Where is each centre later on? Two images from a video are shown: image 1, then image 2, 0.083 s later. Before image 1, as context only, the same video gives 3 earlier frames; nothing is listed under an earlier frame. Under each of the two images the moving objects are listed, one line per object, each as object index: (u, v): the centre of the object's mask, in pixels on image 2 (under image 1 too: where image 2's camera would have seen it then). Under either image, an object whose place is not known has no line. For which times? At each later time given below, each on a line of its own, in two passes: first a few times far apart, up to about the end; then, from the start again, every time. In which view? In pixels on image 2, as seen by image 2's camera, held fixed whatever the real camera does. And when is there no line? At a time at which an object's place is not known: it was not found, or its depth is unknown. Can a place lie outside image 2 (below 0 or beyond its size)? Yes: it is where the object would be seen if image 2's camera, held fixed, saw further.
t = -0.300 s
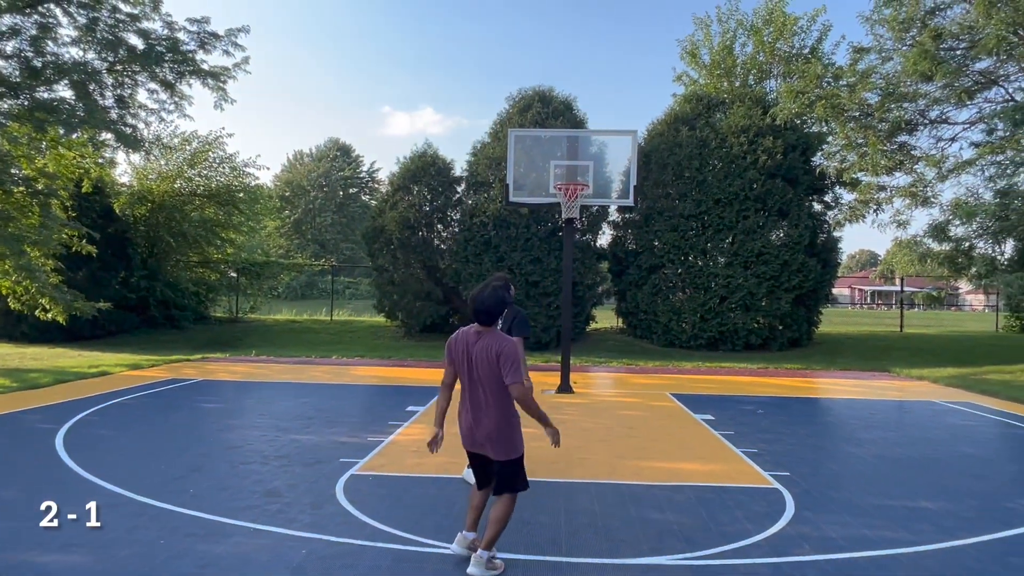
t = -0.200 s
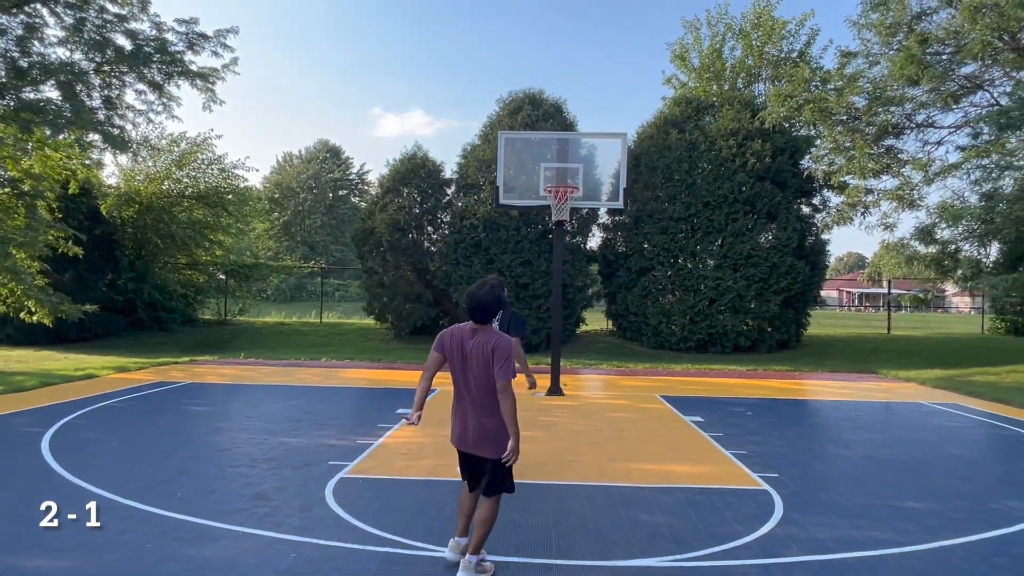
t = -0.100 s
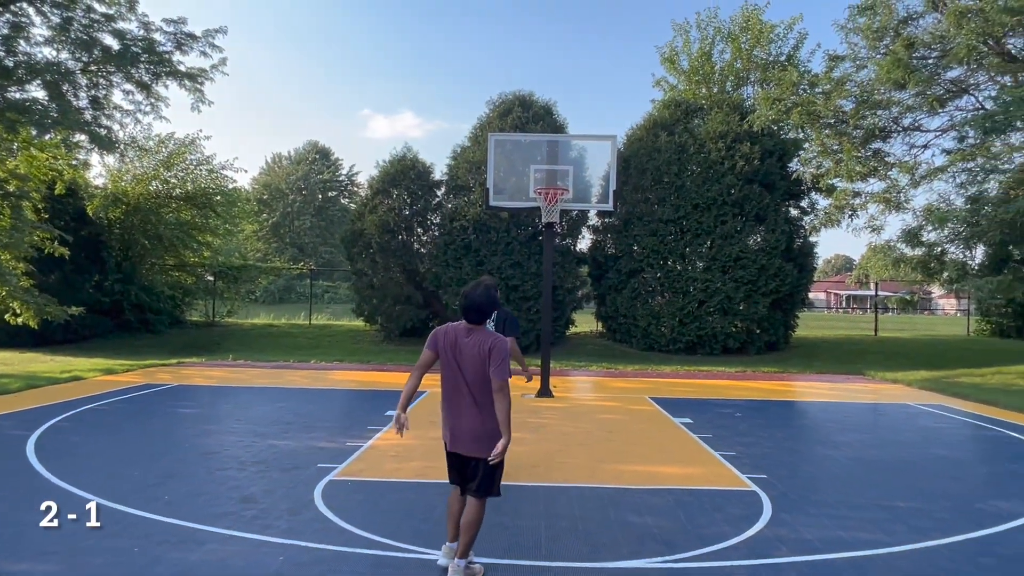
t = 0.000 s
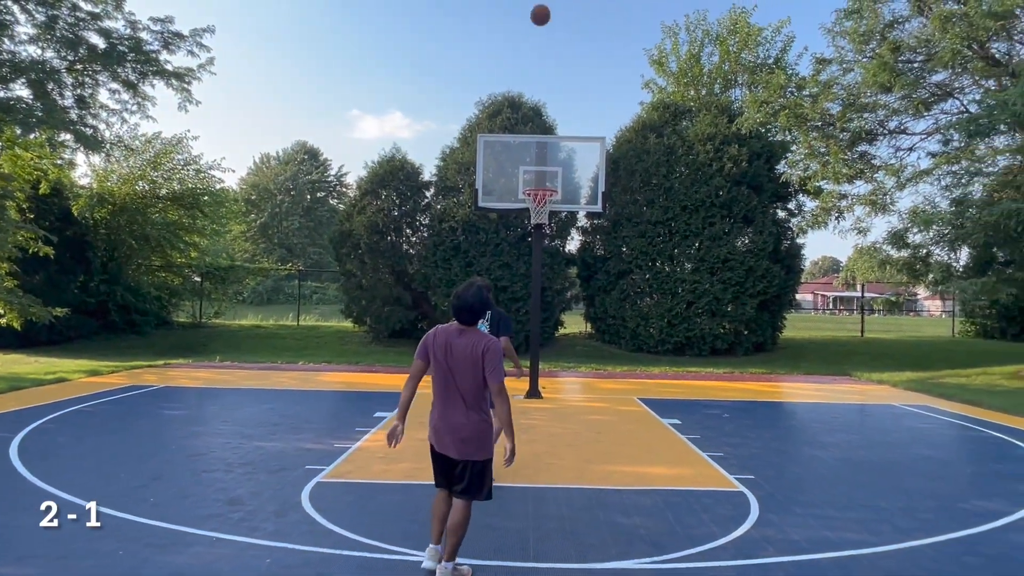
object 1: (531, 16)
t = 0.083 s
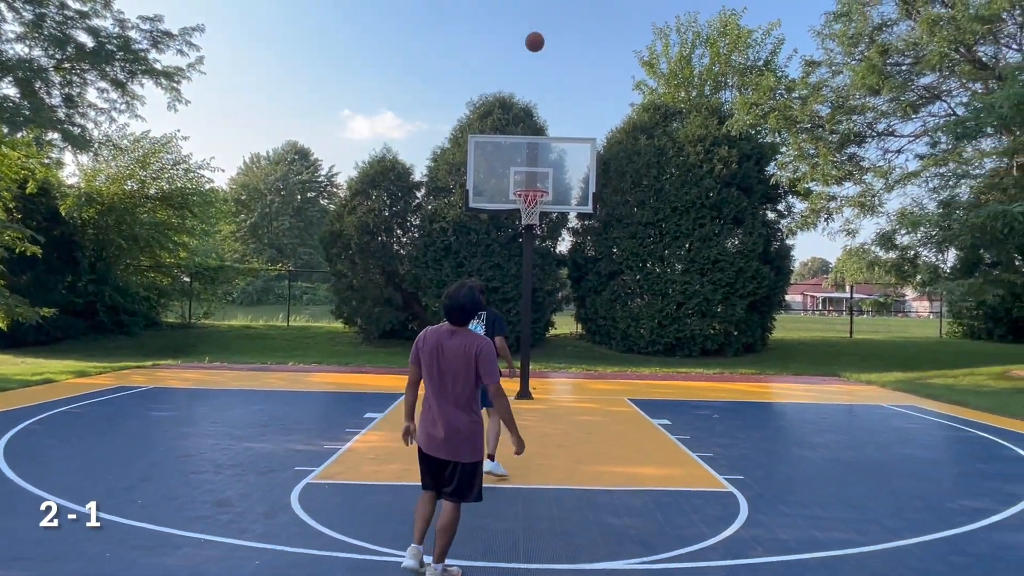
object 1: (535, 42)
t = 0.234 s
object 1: (540, 96)
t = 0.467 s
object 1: (547, 188)
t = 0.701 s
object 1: (593, 162)
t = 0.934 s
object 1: (634, 174)
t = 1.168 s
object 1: (676, 223)
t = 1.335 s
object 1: (705, 281)
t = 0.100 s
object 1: (535, 47)
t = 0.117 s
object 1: (536, 53)
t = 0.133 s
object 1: (536, 59)
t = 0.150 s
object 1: (537, 65)
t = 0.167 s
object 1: (538, 71)
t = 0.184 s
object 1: (538, 77)
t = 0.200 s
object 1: (539, 83)
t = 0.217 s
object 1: (539, 90)
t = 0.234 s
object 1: (540, 96)
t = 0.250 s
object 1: (540, 103)
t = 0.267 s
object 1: (541, 110)
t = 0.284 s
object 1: (542, 116)
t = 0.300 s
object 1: (542, 123)
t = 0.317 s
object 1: (542, 130)
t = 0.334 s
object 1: (543, 137)
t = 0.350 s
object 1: (543, 144)
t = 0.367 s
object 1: (544, 152)
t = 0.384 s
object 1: (544, 159)
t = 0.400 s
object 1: (545, 167)
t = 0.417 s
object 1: (544, 174)
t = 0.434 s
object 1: (544, 182)
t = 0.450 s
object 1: (546, 186)
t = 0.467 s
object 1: (547, 188)
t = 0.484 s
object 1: (549, 187)
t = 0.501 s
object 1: (552, 184)
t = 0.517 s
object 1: (556, 181)
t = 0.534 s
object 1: (559, 178)
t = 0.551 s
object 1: (563, 176)
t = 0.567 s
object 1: (566, 173)
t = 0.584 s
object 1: (569, 171)
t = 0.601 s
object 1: (573, 169)
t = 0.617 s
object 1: (576, 167)
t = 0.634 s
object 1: (579, 166)
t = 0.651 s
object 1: (582, 165)
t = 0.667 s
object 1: (585, 164)
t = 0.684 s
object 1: (589, 163)
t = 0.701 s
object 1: (593, 162)
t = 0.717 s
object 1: (595, 162)
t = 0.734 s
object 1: (598, 162)
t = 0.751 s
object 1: (601, 162)
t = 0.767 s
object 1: (604, 162)
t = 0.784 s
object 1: (606, 162)
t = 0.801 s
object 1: (610, 163)
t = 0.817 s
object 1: (613, 163)
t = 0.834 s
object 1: (616, 164)
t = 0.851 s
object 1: (619, 165)
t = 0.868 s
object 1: (622, 167)
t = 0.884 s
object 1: (625, 168)
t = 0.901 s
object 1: (628, 170)
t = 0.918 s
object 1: (631, 171)
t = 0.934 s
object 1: (634, 174)
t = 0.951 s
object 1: (637, 176)
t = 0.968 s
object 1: (641, 179)
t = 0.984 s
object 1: (644, 181)
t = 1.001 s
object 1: (646, 184)
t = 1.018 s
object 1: (649, 187)
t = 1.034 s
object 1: (652, 190)
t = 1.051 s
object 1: (655, 194)
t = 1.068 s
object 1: (659, 197)
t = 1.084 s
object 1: (661, 200)
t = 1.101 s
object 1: (664, 205)
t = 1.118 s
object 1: (668, 209)
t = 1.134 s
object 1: (670, 213)
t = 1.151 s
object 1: (673, 218)
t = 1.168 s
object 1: (676, 223)
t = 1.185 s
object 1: (679, 228)
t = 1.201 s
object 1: (682, 233)
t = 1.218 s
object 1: (685, 238)
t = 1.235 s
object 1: (688, 244)
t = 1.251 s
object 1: (690, 249)
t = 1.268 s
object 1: (693, 255)
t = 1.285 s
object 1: (696, 261)
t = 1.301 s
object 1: (699, 267)
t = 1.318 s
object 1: (702, 274)
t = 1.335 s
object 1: (705, 281)
